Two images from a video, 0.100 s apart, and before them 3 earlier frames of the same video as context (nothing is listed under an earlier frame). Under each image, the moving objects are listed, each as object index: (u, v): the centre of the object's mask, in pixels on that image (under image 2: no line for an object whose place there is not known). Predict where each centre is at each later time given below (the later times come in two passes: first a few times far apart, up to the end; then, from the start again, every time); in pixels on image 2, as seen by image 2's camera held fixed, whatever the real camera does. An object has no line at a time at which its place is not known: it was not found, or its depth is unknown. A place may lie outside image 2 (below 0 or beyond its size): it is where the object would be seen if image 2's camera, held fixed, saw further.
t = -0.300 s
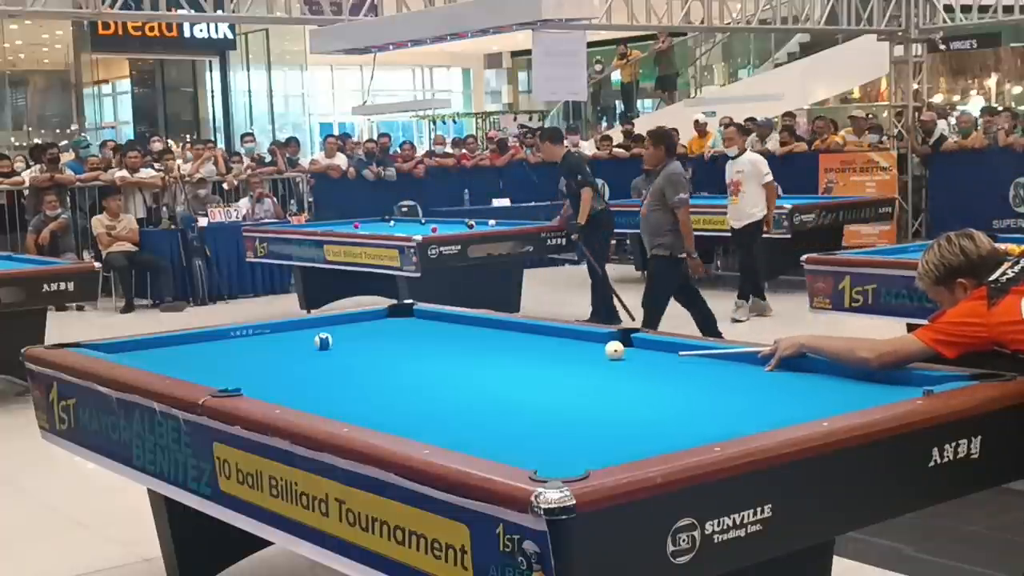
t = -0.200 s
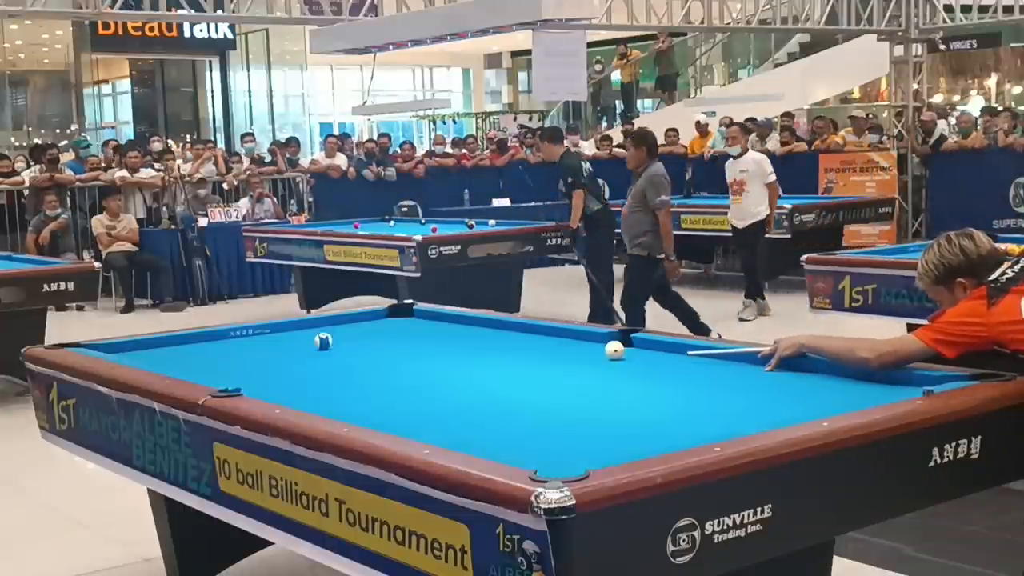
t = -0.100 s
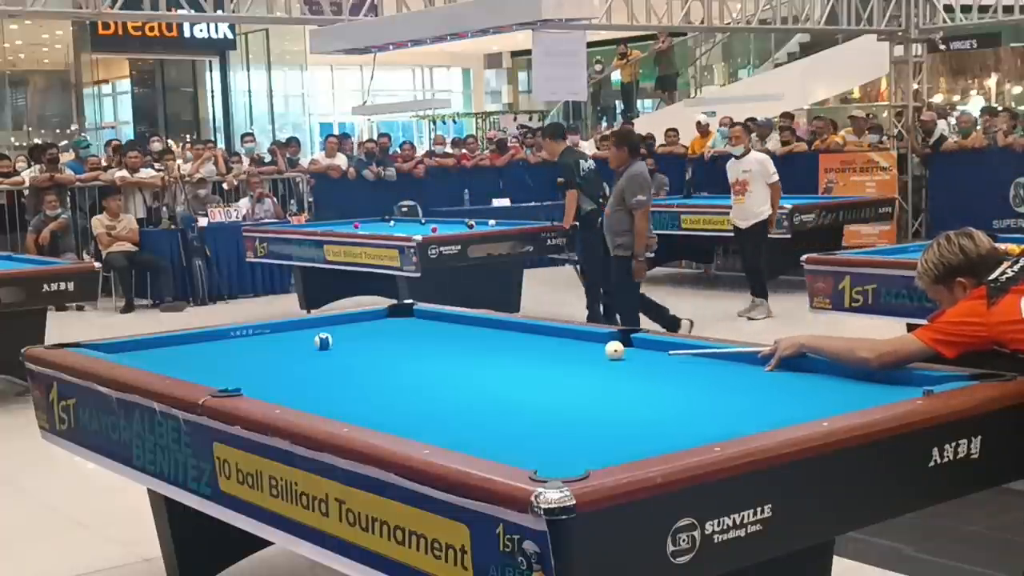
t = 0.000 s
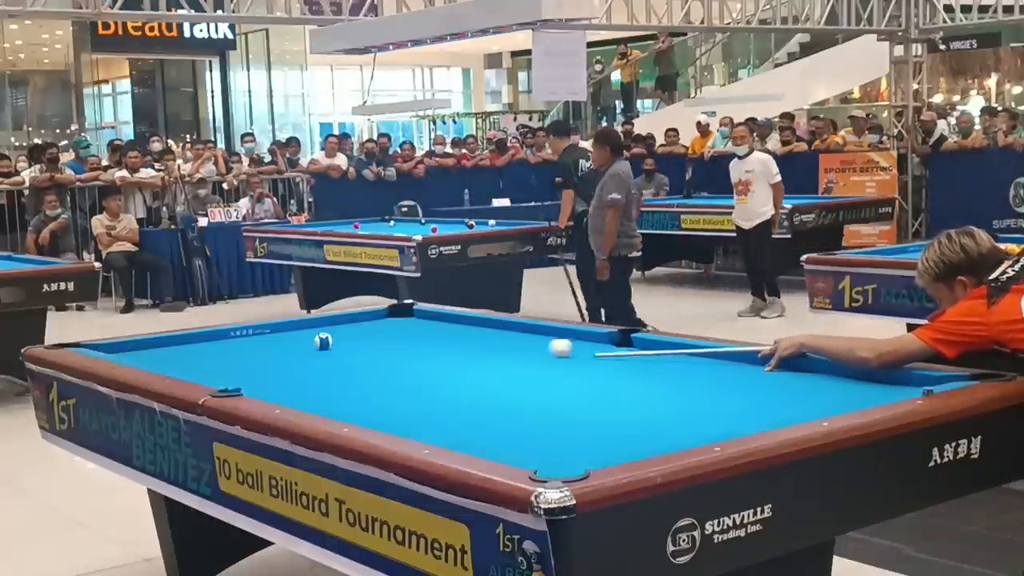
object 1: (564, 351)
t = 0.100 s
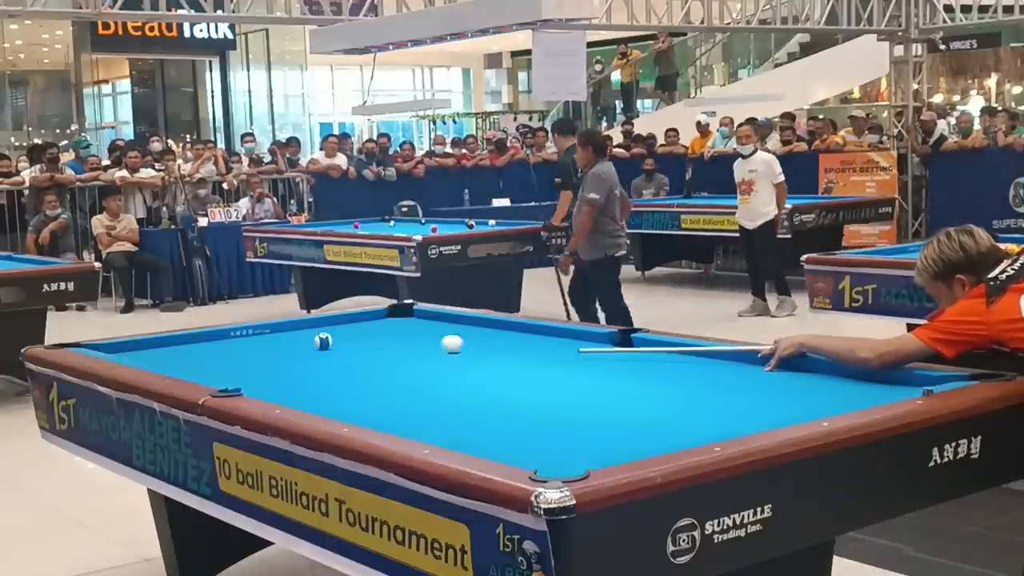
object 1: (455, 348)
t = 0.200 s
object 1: (361, 344)
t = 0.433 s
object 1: (349, 330)
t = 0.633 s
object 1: (357, 323)
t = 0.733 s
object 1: (360, 319)
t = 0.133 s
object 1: (422, 345)
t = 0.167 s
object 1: (391, 344)
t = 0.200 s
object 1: (361, 344)
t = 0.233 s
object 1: (341, 340)
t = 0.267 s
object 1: (342, 338)
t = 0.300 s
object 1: (344, 336)
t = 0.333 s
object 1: (345, 335)
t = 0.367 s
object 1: (347, 333)
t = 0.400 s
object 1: (348, 332)
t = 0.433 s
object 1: (349, 330)
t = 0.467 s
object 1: (350, 329)
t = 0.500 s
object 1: (352, 328)
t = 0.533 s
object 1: (353, 326)
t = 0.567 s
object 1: (354, 325)
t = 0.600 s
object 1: (355, 324)
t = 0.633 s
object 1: (357, 323)
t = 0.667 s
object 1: (358, 321)
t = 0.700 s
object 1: (359, 321)
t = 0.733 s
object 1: (360, 319)
